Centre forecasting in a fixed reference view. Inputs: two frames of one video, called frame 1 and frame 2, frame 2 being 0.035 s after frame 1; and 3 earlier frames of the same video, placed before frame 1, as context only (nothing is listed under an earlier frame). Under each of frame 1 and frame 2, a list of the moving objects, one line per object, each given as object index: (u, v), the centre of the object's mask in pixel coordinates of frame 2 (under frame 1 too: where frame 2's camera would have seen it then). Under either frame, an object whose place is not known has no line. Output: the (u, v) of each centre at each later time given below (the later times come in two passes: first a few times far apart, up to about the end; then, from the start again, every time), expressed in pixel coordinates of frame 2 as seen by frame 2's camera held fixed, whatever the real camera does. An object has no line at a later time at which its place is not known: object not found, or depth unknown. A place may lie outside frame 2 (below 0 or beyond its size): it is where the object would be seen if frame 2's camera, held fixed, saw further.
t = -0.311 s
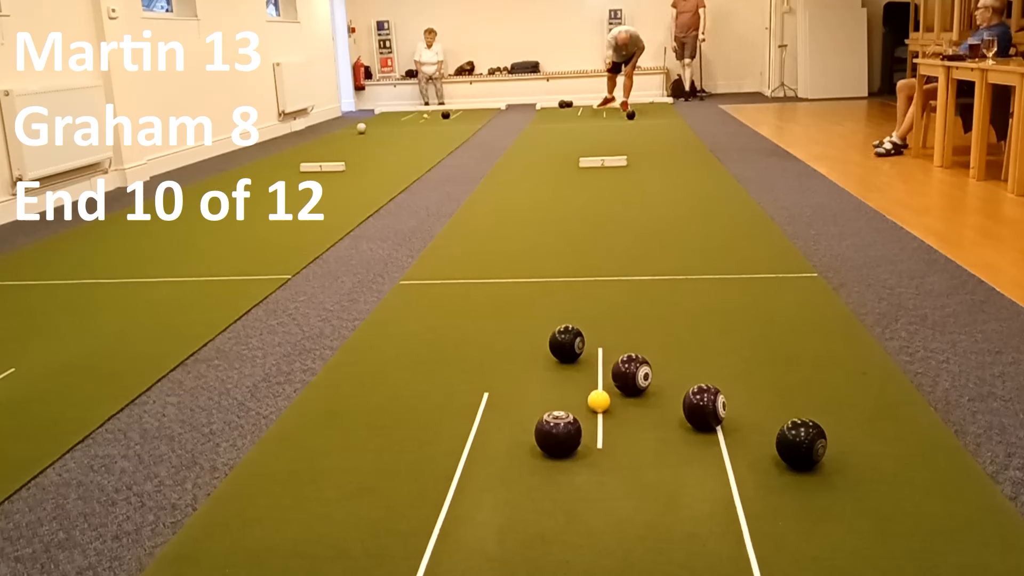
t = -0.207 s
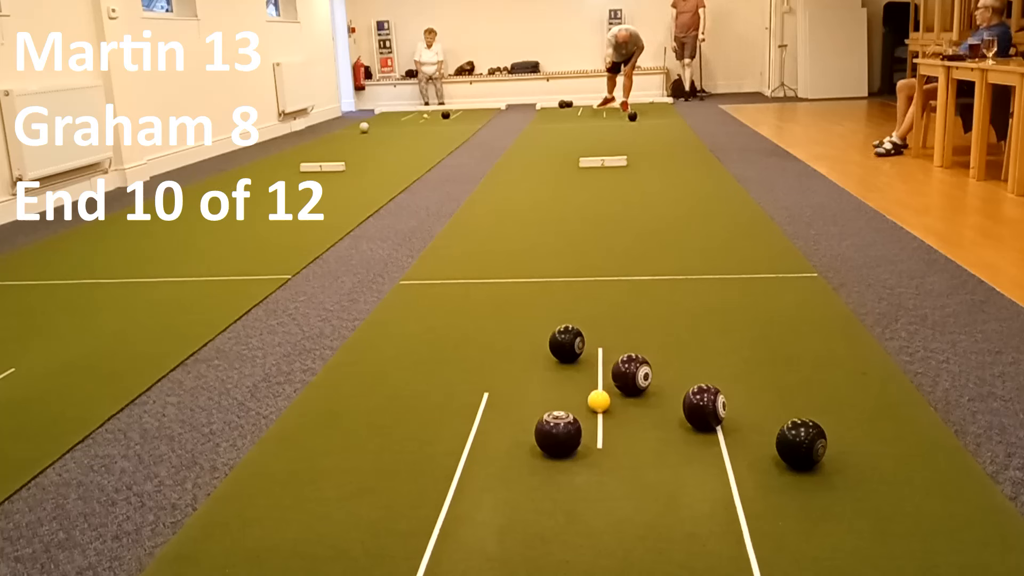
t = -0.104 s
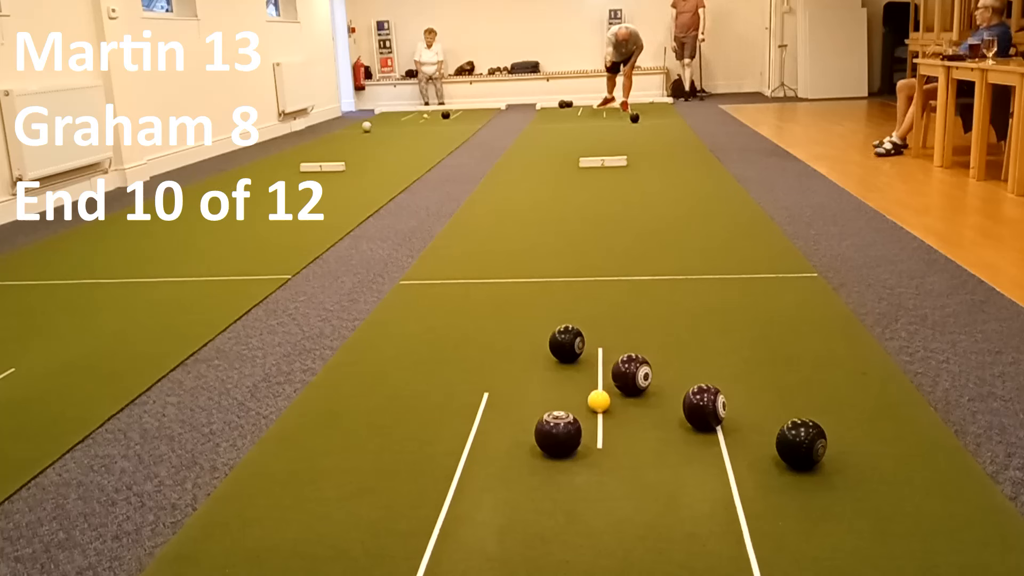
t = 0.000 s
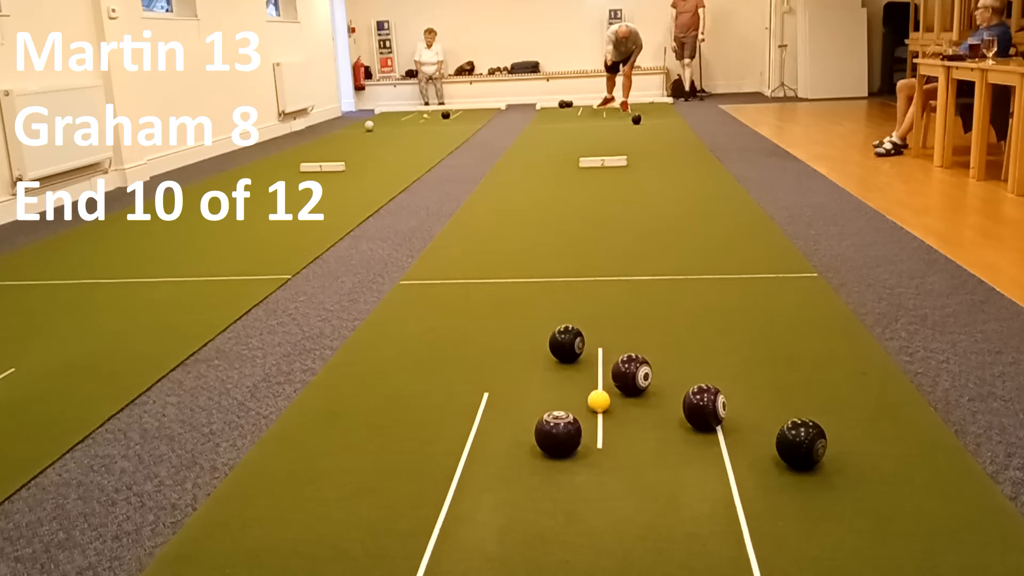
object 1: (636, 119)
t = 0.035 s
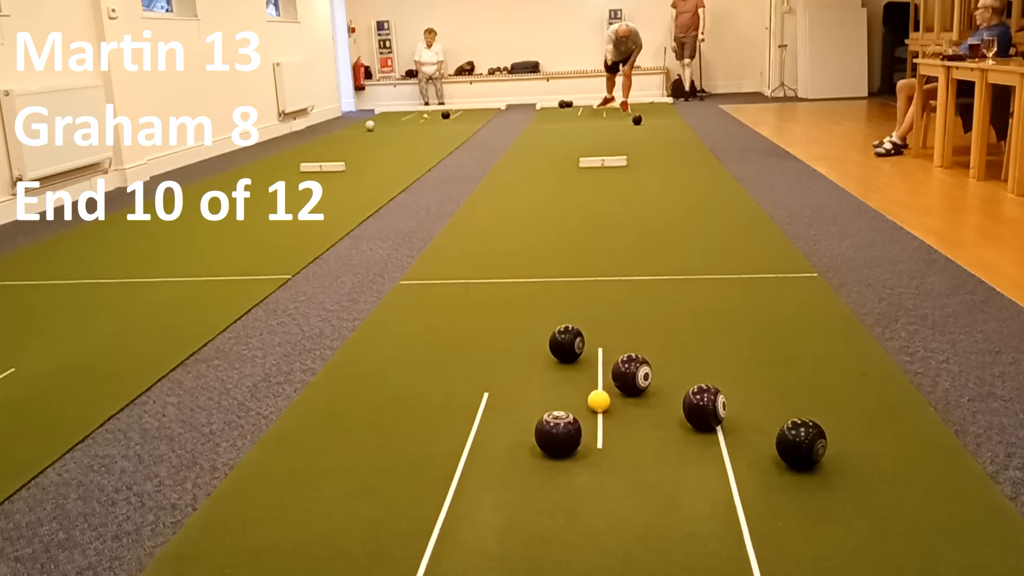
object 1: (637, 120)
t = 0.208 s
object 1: (640, 122)
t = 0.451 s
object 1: (644, 126)
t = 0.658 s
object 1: (647, 130)
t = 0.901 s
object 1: (651, 134)
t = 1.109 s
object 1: (653, 138)
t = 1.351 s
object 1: (656, 143)
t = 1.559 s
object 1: (659, 147)
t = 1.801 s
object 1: (661, 152)
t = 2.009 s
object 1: (663, 158)
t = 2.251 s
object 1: (664, 164)
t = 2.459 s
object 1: (665, 169)
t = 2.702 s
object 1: (665, 176)
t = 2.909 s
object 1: (666, 182)
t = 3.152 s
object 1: (665, 189)
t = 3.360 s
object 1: (664, 196)
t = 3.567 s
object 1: (663, 203)
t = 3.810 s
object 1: (660, 211)
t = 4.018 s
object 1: (658, 218)
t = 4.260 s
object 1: (654, 226)
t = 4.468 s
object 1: (650, 234)
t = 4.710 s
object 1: (644, 243)
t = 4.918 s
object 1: (637, 252)
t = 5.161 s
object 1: (629, 261)
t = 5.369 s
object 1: (621, 268)
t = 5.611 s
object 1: (611, 277)
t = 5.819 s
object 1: (601, 285)
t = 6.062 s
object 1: (591, 293)
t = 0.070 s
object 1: (637, 120)
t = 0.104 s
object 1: (638, 121)
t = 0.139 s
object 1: (639, 121)
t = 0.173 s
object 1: (639, 121)
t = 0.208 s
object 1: (640, 122)
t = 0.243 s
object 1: (640, 123)
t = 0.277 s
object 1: (641, 123)
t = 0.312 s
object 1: (641, 124)
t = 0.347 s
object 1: (642, 124)
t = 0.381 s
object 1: (643, 125)
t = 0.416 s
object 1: (643, 126)
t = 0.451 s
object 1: (644, 126)
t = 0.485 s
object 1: (644, 127)
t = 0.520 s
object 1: (645, 127)
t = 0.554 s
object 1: (645, 128)
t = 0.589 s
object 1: (646, 128)
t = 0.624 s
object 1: (647, 130)
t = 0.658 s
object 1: (647, 130)
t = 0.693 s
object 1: (648, 131)
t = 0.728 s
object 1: (648, 131)
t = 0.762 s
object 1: (649, 132)
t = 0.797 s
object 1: (649, 132)
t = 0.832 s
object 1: (650, 133)
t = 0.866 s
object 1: (650, 134)
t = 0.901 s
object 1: (651, 134)
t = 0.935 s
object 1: (651, 135)
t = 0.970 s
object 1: (652, 136)
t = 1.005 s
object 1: (652, 136)
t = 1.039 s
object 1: (653, 137)
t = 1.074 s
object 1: (653, 137)
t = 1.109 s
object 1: (653, 138)
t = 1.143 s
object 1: (654, 139)
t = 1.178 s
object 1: (654, 139)
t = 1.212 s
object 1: (655, 140)
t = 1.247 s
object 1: (655, 141)
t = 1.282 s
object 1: (655, 141)
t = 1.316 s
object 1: (656, 142)
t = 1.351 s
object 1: (656, 143)
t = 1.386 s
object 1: (657, 143)
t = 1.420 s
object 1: (657, 144)
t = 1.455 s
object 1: (658, 145)
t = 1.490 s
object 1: (658, 146)
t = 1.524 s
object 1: (658, 146)
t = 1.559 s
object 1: (659, 147)
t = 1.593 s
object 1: (659, 148)
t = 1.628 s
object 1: (659, 148)
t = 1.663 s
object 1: (660, 149)
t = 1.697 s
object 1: (660, 150)
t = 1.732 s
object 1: (660, 151)
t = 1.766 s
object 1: (661, 151)
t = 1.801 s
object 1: (661, 152)
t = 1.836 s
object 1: (661, 153)
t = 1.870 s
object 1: (662, 154)
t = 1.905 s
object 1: (662, 155)
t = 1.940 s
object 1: (662, 155)
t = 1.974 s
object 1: (662, 156)
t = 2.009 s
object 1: (663, 158)
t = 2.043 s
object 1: (663, 159)
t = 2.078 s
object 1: (663, 160)
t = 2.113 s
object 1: (663, 160)
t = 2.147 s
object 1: (664, 161)
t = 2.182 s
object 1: (664, 162)
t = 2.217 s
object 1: (664, 163)
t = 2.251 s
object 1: (664, 164)
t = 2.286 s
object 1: (664, 165)
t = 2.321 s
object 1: (664, 166)
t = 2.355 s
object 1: (664, 167)
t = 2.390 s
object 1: (665, 167)
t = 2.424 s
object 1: (665, 168)
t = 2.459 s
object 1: (665, 169)
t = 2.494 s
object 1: (665, 170)
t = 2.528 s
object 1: (665, 171)
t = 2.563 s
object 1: (665, 172)
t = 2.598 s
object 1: (665, 173)
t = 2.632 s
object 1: (665, 174)
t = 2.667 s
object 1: (665, 175)
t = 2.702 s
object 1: (665, 176)
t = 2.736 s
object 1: (665, 177)
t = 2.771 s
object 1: (665, 178)
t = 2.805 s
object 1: (665, 179)
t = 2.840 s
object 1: (666, 180)
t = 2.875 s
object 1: (666, 181)
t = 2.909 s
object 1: (666, 182)
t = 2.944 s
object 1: (666, 183)
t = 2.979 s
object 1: (666, 184)
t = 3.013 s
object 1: (665, 185)
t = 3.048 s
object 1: (665, 186)
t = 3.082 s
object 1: (665, 187)
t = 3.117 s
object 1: (665, 188)
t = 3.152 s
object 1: (665, 189)
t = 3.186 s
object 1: (665, 190)
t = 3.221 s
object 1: (665, 191)
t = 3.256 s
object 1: (665, 192)
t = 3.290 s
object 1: (665, 193)
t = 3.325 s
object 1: (665, 194)
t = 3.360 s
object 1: (664, 196)
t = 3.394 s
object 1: (664, 197)
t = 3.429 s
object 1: (664, 198)
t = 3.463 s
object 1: (664, 200)
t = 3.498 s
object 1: (663, 201)
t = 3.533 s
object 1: (663, 202)
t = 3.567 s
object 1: (663, 203)
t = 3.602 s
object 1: (662, 204)
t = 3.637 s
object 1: (662, 205)
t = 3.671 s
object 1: (662, 206)
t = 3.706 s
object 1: (661, 207)
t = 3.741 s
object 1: (661, 208)
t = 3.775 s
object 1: (661, 209)
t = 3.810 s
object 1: (660, 211)
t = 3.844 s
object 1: (660, 212)
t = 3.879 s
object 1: (660, 213)
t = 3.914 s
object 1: (659, 214)
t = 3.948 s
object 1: (659, 215)
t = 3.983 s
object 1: (658, 216)
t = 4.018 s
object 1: (658, 218)
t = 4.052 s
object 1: (657, 219)
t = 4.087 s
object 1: (657, 220)
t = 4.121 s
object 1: (656, 221)
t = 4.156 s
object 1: (656, 222)
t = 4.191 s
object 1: (655, 224)
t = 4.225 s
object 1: (655, 225)
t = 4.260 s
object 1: (654, 226)
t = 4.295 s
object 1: (653, 227)
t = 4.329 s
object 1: (653, 229)
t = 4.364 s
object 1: (652, 230)
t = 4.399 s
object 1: (651, 231)
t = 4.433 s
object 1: (651, 232)
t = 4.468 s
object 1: (650, 234)
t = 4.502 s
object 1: (649, 235)
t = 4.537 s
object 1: (649, 236)
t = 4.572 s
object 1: (648, 237)
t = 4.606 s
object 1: (647, 239)
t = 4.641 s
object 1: (646, 240)
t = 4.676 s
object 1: (645, 241)
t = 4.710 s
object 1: (644, 243)
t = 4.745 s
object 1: (642, 245)
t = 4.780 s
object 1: (641, 246)
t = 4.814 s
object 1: (641, 248)
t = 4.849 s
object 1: (639, 249)
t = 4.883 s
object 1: (639, 250)
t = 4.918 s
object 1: (637, 252)
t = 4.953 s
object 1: (636, 253)
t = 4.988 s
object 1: (635, 254)
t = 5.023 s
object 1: (634, 256)
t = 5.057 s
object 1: (633, 257)
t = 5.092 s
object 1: (632, 258)
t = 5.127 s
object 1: (630, 259)
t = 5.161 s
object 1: (629, 261)
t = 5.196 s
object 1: (628, 262)
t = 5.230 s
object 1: (626, 263)
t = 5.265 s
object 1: (625, 264)
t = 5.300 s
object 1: (624, 266)
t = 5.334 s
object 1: (622, 267)
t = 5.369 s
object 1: (621, 268)
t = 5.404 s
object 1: (620, 269)
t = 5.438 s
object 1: (618, 271)
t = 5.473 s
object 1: (617, 272)
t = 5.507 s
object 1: (615, 273)
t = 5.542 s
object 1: (614, 275)
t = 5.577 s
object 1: (612, 276)
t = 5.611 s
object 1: (611, 277)
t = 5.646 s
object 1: (609, 278)
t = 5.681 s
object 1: (608, 280)
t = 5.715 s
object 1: (606, 281)
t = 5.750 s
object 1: (605, 282)
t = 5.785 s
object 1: (603, 283)
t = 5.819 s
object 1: (601, 285)
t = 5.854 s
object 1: (600, 286)
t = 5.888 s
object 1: (598, 287)
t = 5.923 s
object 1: (597, 288)
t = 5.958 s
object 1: (595, 290)
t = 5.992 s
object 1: (594, 291)
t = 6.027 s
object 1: (592, 292)
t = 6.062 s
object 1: (591, 293)
